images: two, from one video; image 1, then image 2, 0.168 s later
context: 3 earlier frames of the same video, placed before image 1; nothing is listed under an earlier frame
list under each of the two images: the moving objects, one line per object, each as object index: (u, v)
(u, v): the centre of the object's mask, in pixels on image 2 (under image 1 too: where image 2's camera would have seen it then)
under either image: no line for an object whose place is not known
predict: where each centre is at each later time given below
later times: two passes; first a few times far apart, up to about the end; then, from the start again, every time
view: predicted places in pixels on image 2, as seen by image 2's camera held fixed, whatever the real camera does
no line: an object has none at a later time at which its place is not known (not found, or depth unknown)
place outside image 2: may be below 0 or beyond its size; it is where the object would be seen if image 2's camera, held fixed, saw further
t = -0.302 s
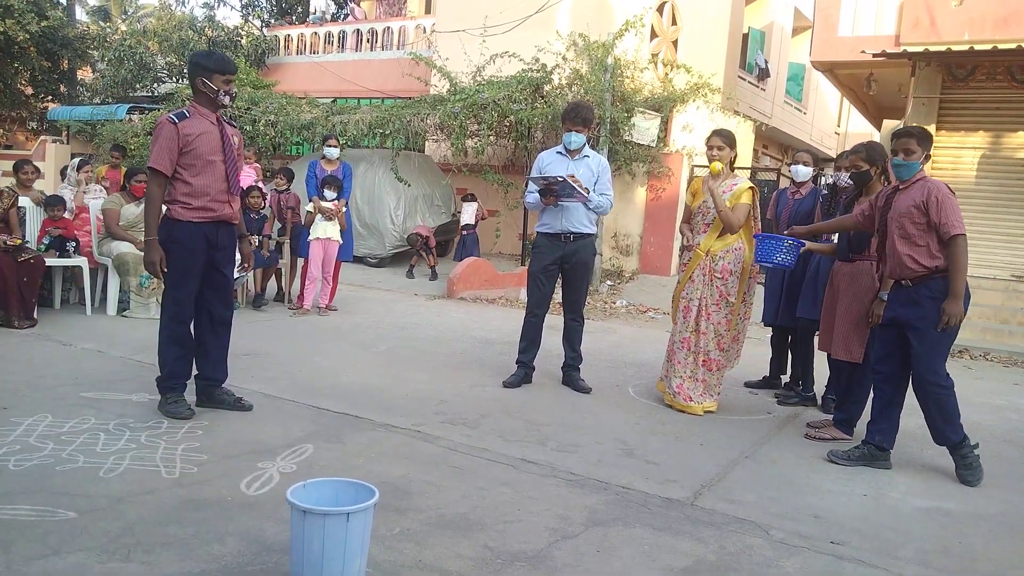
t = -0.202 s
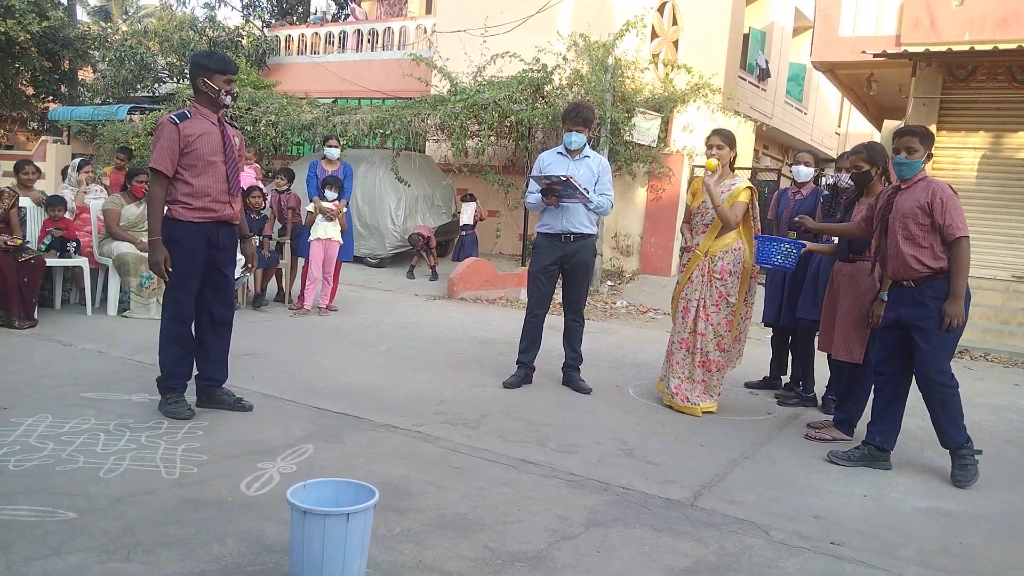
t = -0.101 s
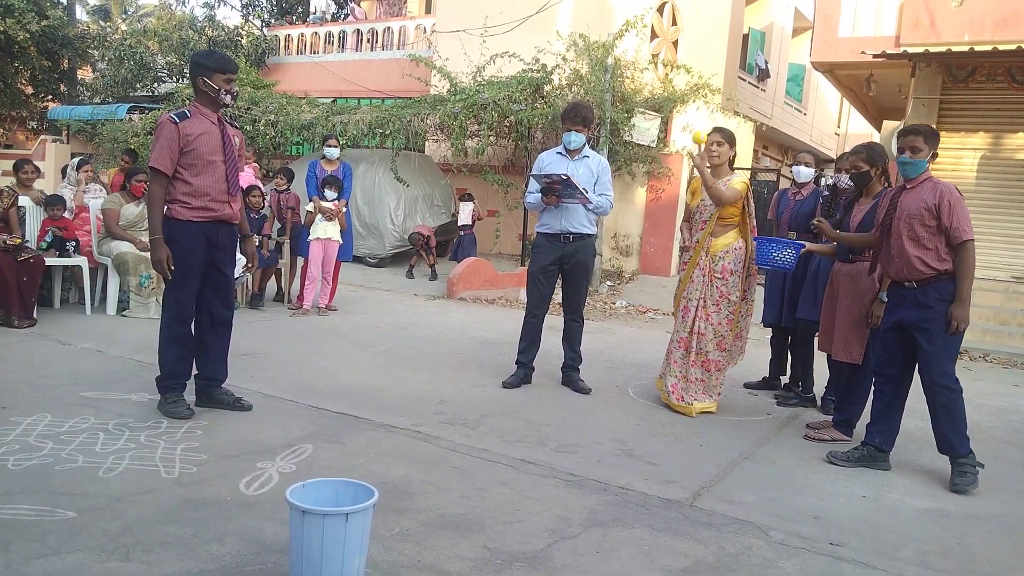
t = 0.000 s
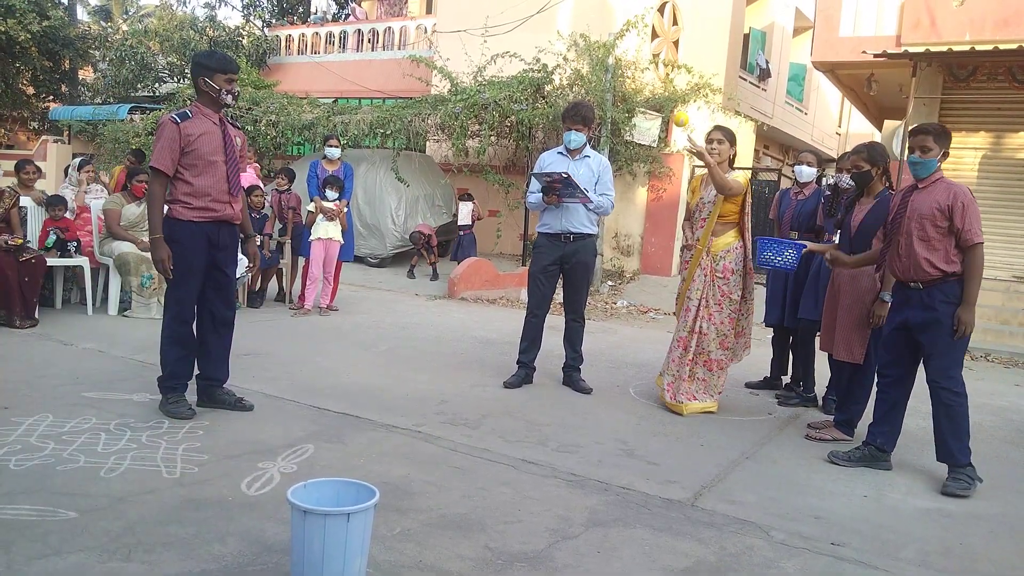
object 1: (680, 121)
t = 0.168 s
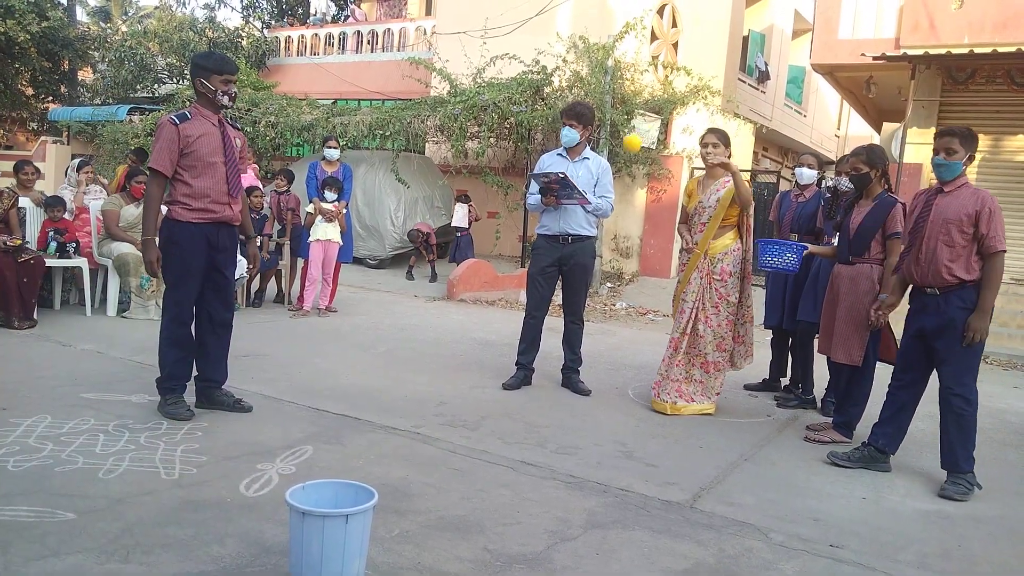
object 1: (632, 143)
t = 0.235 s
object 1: (607, 177)
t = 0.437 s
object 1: (496, 412)
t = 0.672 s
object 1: (386, 436)
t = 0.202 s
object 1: (620, 158)
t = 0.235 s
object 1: (607, 177)
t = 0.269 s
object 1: (591, 201)
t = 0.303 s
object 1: (574, 231)
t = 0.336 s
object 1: (557, 265)
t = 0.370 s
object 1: (538, 306)
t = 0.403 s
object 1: (519, 355)
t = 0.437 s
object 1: (496, 412)
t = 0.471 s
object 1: (470, 480)
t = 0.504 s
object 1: (442, 558)
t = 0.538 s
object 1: (427, 562)
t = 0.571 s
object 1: (418, 527)
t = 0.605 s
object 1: (408, 494)
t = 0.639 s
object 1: (398, 464)
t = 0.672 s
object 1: (386, 436)
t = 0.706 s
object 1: (374, 410)
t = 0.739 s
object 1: (360, 389)
